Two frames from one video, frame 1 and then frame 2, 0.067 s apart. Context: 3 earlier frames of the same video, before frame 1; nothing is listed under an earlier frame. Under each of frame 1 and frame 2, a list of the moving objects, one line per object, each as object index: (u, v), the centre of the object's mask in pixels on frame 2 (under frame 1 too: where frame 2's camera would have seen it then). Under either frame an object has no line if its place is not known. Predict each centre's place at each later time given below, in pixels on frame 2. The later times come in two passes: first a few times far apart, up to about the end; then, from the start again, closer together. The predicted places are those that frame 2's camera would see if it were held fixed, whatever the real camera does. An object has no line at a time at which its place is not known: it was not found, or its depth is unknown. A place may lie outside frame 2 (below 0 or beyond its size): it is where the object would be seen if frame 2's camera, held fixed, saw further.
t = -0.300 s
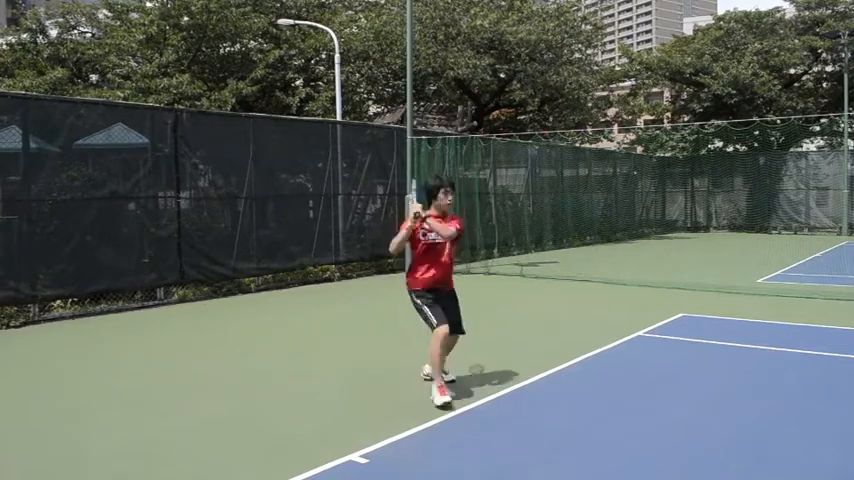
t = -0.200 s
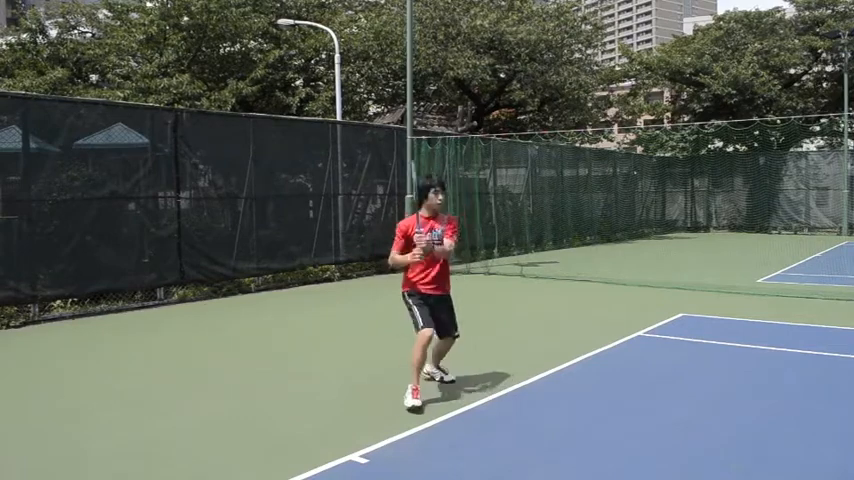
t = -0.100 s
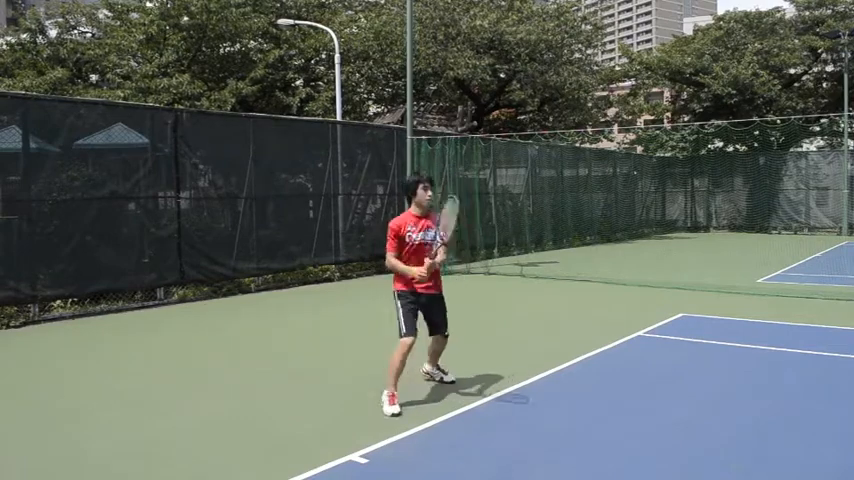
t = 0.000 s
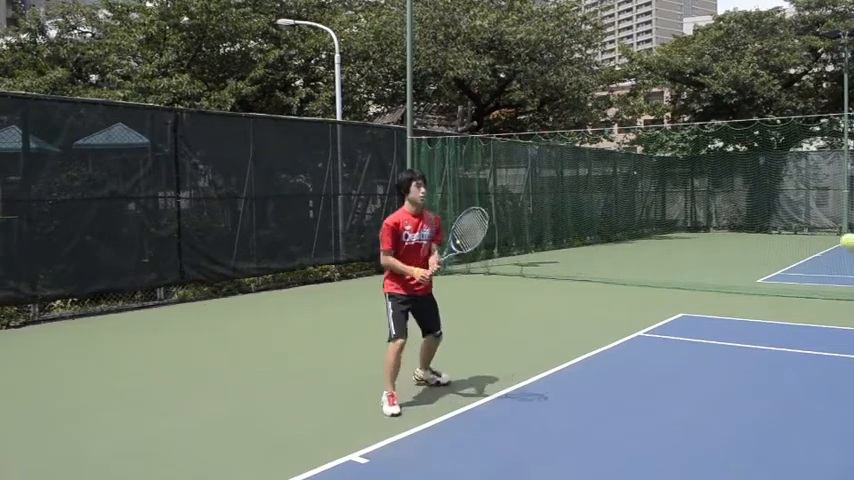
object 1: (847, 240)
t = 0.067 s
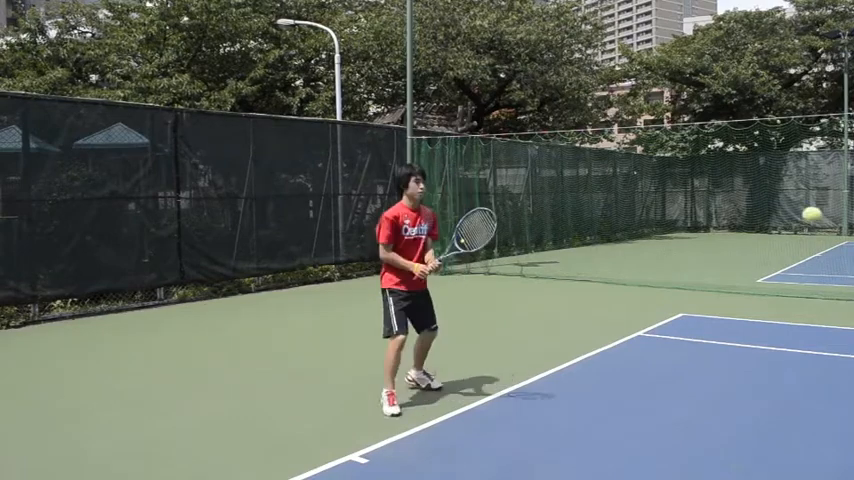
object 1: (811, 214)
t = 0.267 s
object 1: (717, 203)
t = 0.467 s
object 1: (646, 268)
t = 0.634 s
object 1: (600, 358)
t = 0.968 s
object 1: (545, 295)
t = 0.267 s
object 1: (717, 203)
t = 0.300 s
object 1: (703, 210)
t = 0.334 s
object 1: (690, 219)
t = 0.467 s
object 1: (646, 268)
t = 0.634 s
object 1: (600, 358)
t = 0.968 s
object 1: (545, 295)
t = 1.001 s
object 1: (540, 286)
